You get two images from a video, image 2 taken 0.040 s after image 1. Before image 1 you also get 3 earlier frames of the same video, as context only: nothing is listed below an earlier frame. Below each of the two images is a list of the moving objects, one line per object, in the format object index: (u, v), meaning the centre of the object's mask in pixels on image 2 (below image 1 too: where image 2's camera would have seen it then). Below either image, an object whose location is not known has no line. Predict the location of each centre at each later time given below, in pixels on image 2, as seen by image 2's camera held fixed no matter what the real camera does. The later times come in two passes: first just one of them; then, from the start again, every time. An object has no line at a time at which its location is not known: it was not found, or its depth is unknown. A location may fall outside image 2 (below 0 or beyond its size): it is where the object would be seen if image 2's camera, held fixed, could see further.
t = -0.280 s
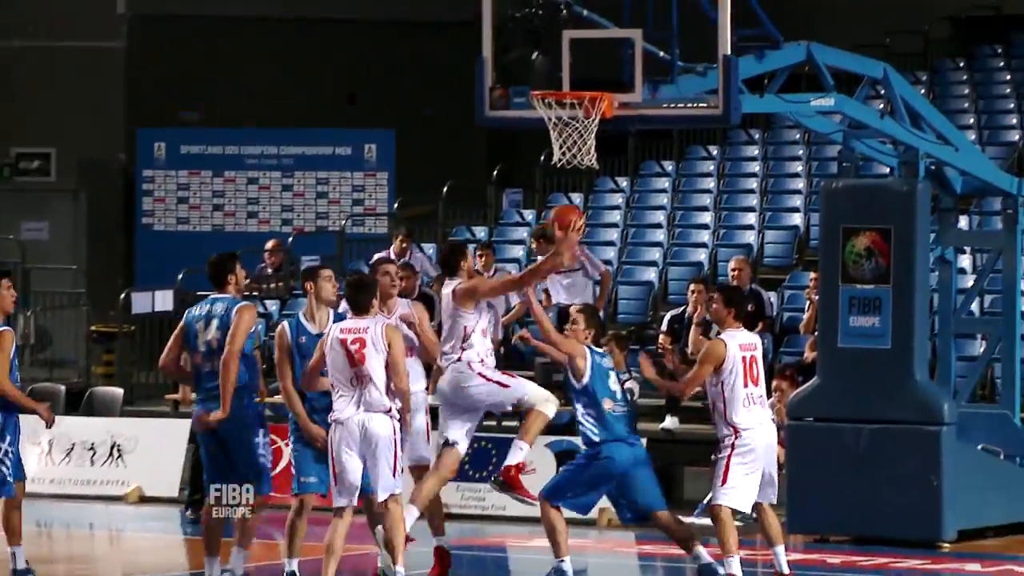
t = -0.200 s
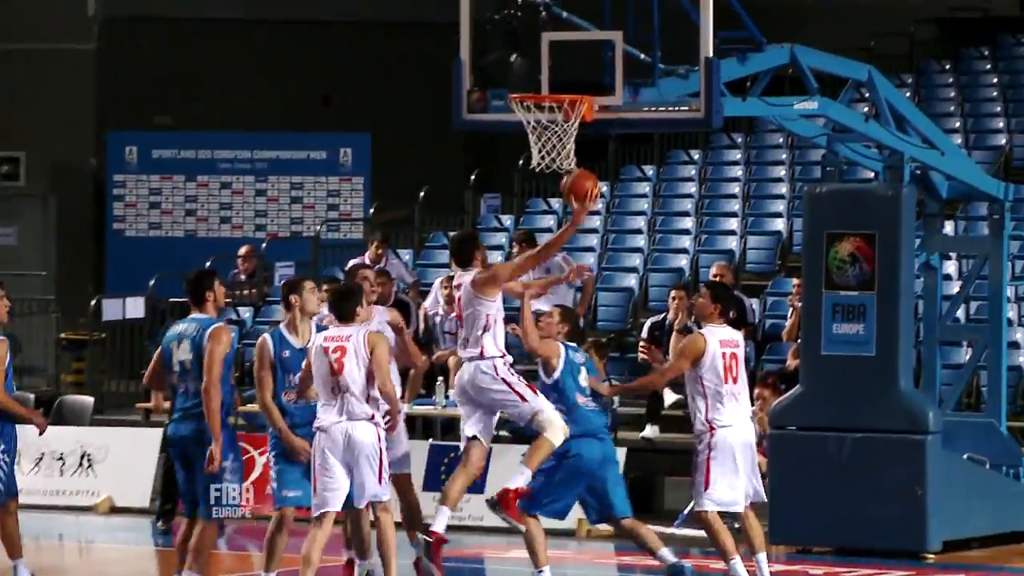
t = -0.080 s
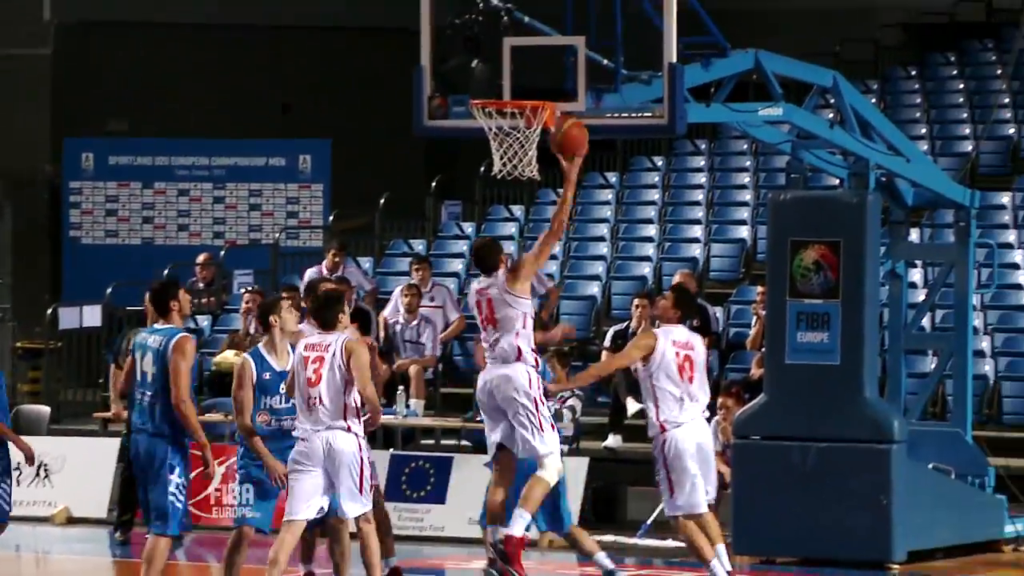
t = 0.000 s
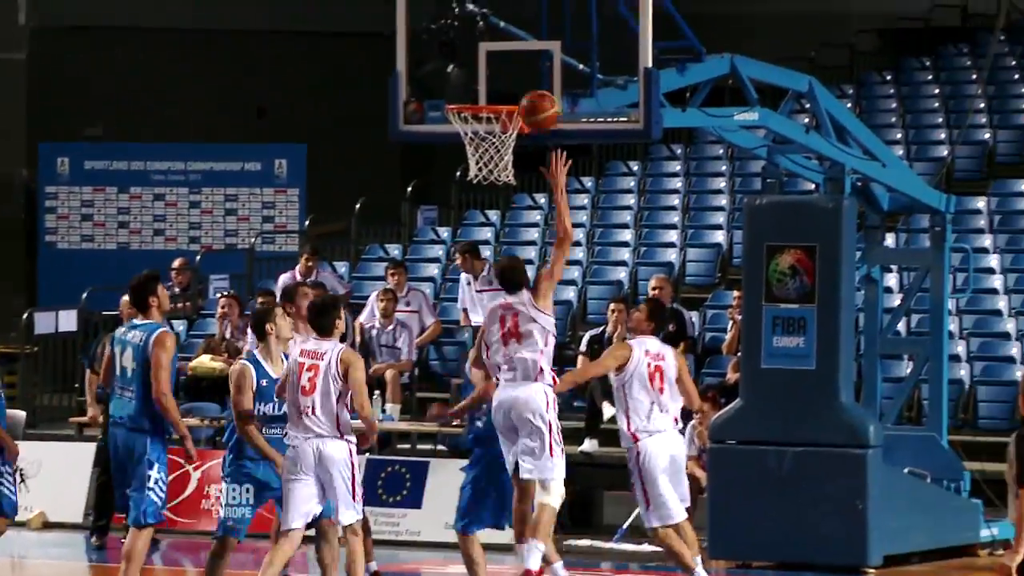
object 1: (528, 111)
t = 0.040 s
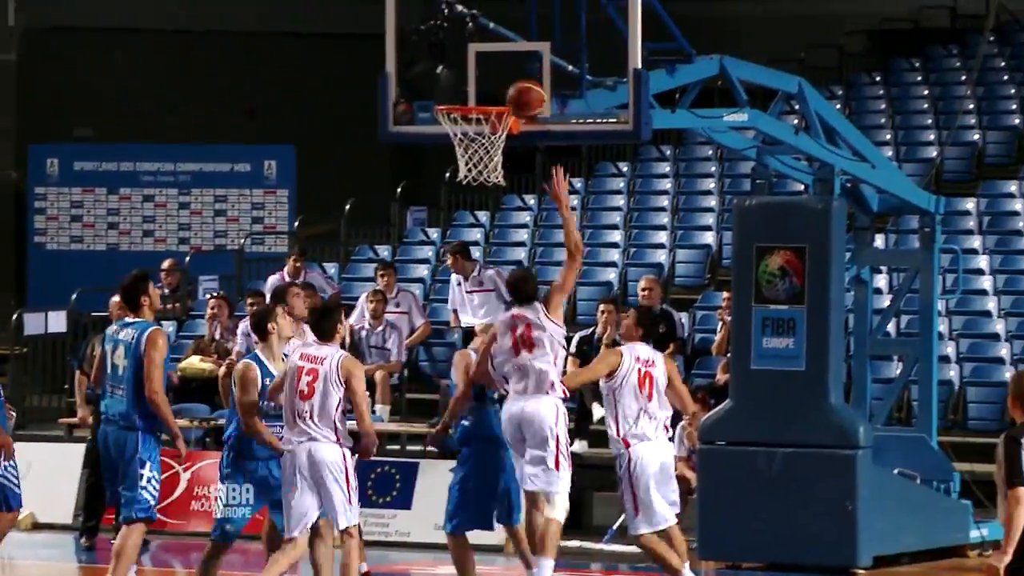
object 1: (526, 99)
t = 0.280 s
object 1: (513, 85)
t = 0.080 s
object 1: (524, 91)
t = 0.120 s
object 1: (522, 85)
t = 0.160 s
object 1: (520, 81)
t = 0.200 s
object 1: (518, 80)
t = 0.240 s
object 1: (516, 81)
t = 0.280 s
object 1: (513, 85)
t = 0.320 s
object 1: (511, 91)
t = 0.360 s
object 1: (518, 87)
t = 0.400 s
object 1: (528, 82)
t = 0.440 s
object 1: (539, 79)
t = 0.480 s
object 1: (549, 78)
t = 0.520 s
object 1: (560, 79)
